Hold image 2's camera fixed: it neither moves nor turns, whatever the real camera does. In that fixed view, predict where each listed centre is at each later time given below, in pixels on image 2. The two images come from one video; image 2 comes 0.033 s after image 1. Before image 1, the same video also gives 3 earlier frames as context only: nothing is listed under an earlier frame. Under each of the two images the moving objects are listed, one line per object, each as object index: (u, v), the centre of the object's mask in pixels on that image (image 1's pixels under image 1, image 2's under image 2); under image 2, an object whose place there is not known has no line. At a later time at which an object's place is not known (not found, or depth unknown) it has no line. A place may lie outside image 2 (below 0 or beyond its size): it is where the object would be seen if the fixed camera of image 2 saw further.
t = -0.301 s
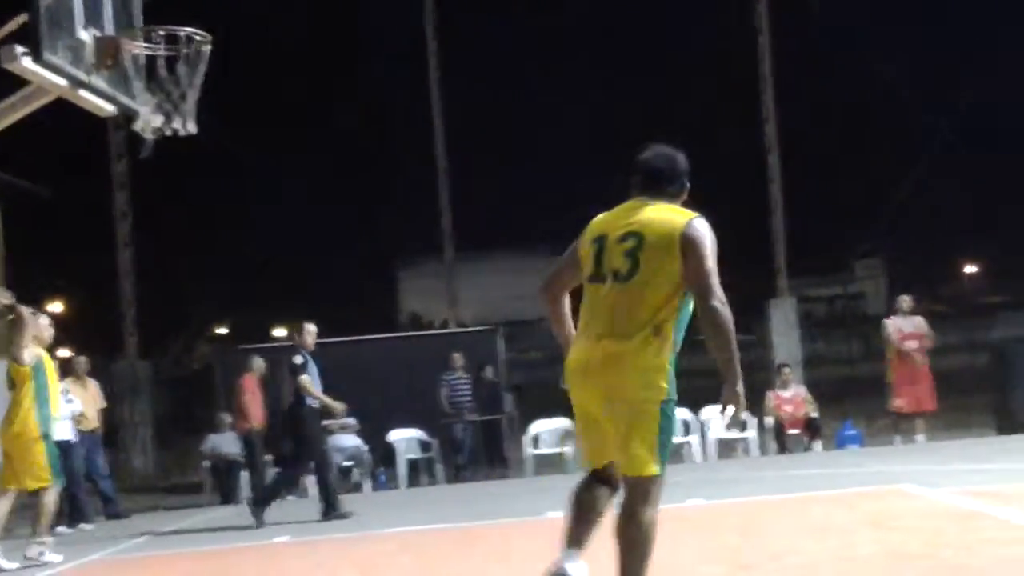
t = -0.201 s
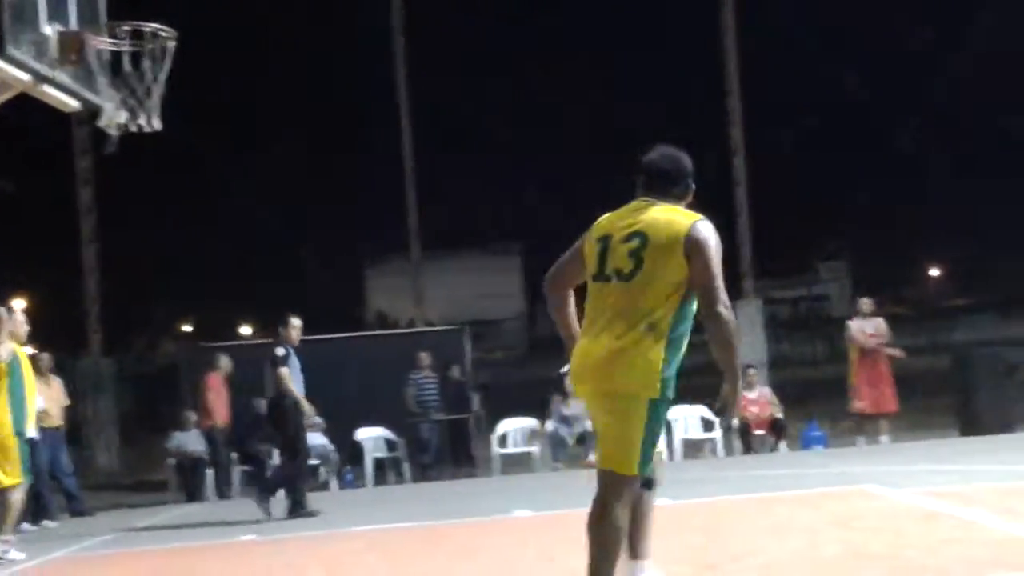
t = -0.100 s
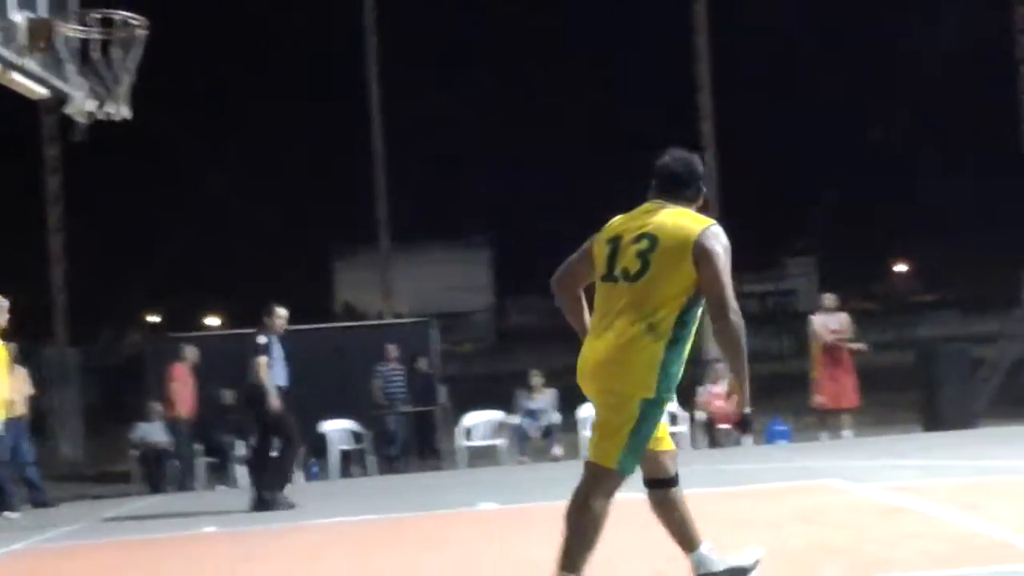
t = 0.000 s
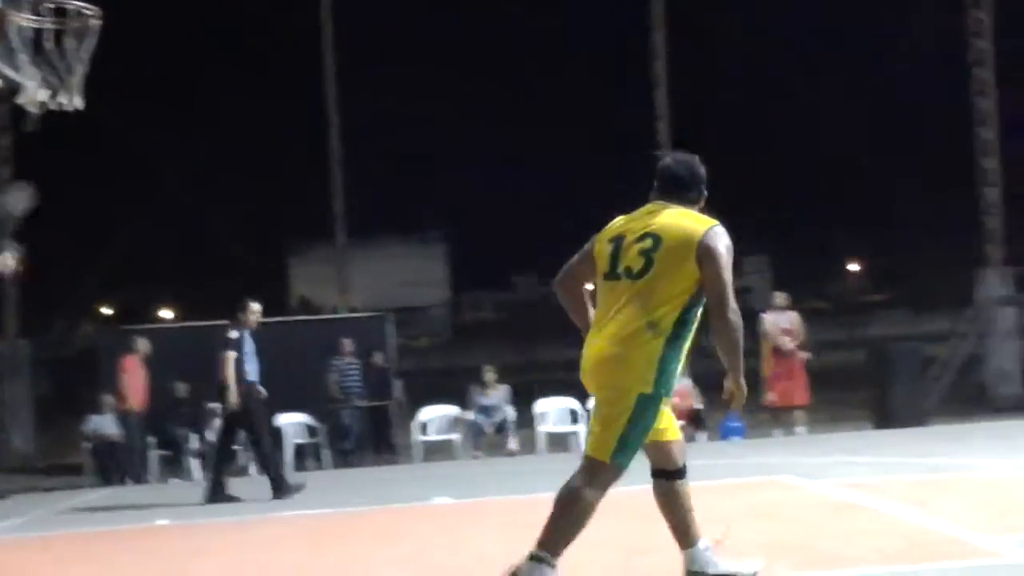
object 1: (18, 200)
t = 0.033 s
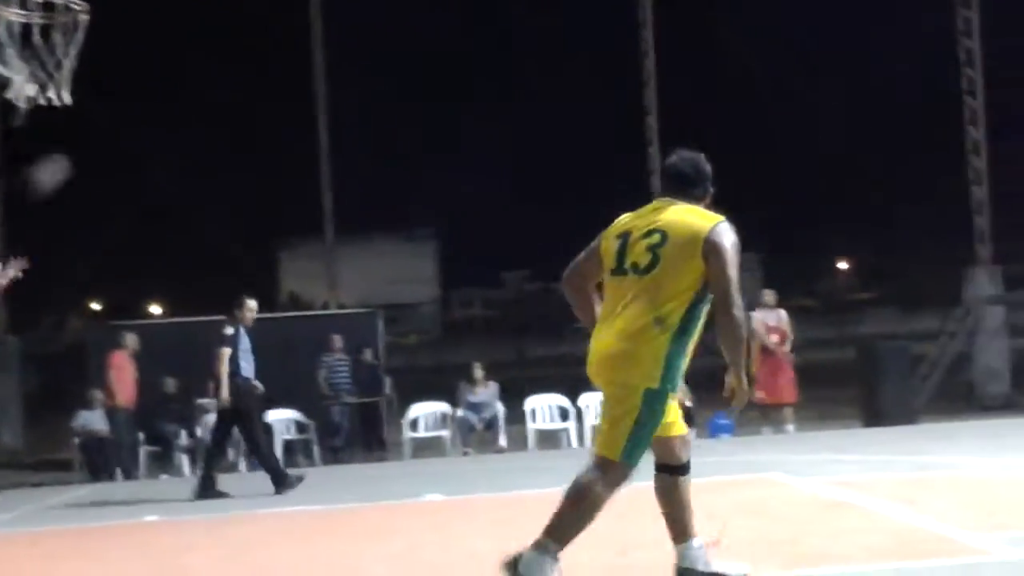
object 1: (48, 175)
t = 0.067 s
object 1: (90, 155)
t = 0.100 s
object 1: (134, 134)
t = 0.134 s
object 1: (179, 116)
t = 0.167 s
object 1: (219, 100)
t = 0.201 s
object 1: (261, 84)
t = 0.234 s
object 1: (298, 73)
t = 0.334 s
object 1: (417, 47)
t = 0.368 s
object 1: (455, 42)
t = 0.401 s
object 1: (496, 37)
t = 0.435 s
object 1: (539, 33)
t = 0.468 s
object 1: (578, 32)
